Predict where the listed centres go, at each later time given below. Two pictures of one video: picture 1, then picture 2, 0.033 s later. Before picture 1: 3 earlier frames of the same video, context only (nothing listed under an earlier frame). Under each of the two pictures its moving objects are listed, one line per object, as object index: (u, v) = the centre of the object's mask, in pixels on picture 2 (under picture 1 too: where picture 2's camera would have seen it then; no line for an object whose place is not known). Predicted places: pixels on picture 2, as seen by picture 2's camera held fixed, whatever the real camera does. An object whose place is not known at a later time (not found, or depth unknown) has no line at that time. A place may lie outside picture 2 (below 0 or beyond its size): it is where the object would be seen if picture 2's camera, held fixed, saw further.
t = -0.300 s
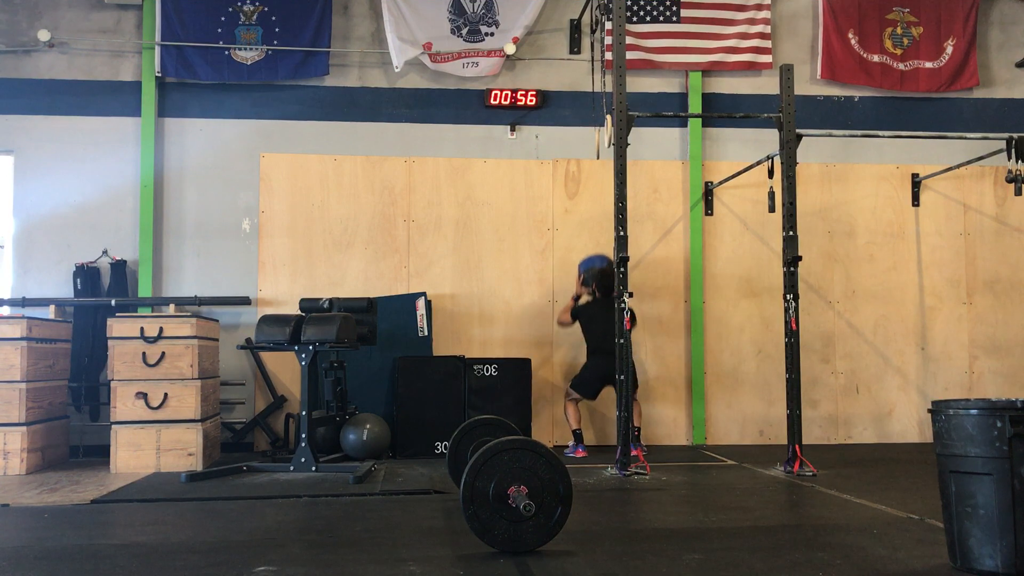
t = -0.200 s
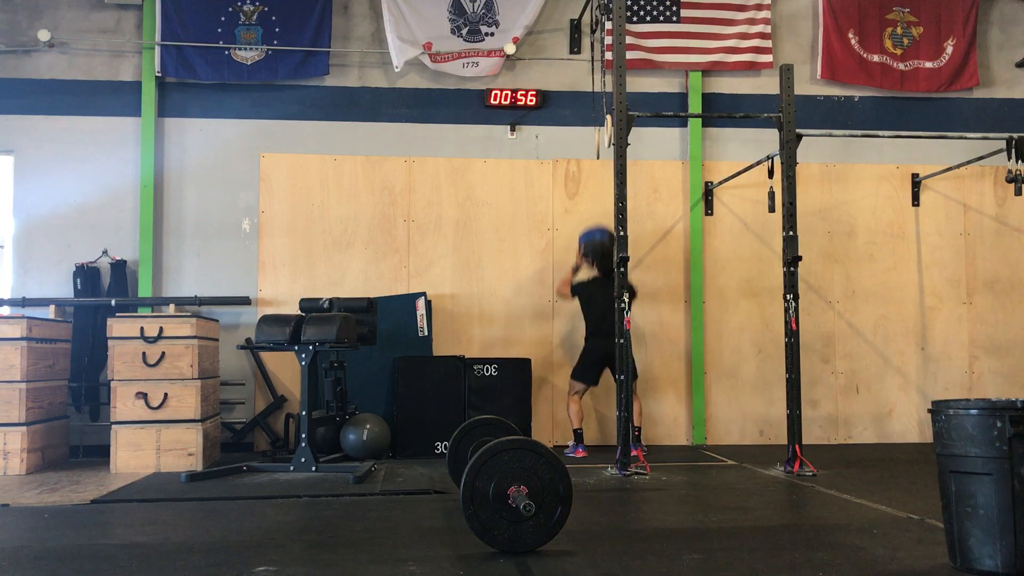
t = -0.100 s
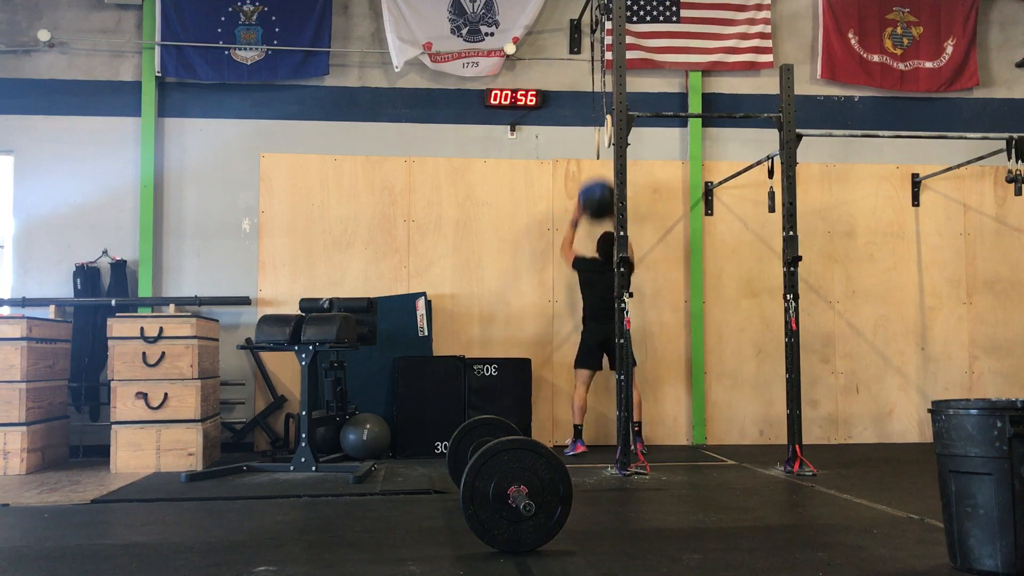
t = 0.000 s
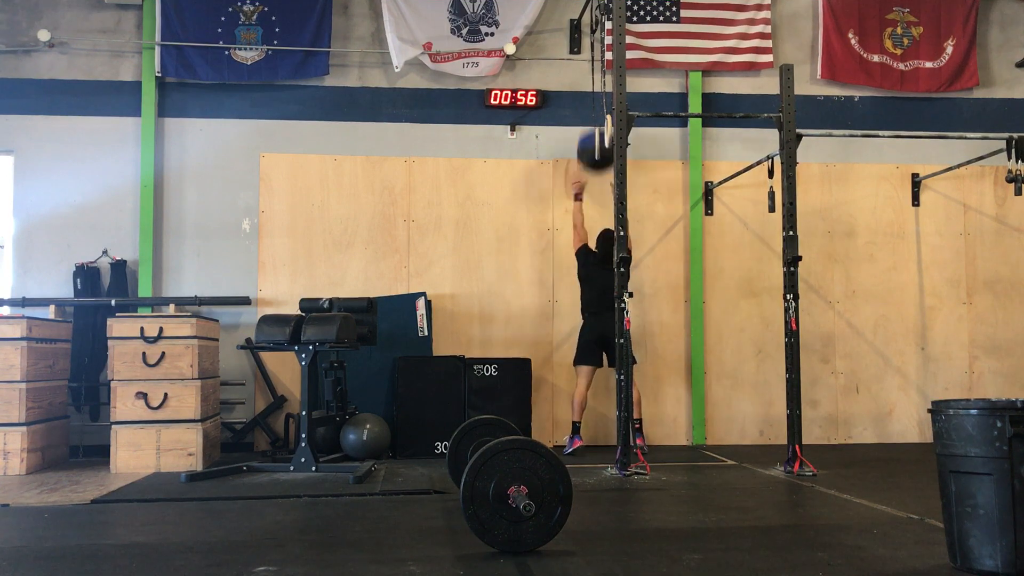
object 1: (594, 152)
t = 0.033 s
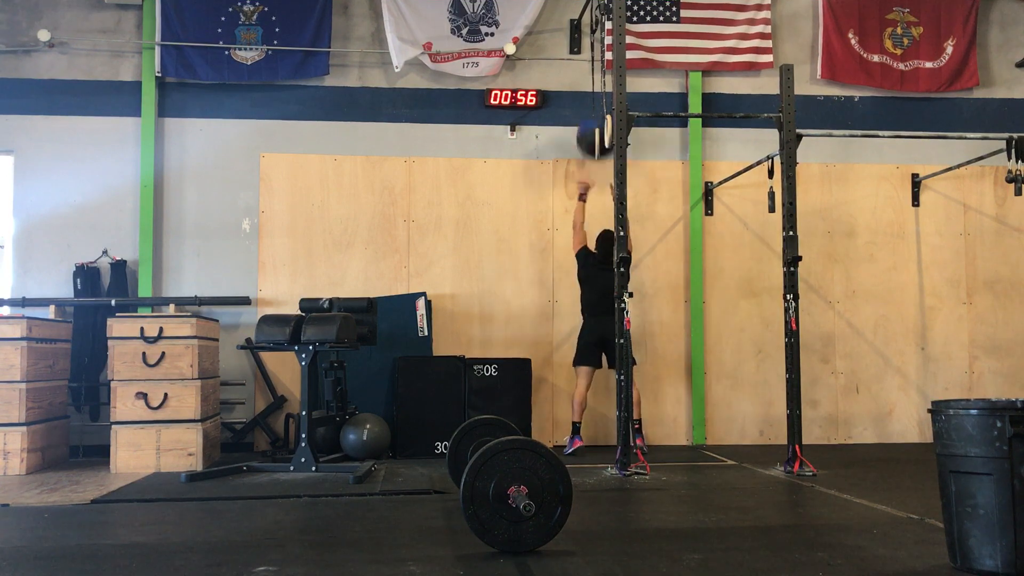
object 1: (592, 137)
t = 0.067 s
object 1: (591, 124)
